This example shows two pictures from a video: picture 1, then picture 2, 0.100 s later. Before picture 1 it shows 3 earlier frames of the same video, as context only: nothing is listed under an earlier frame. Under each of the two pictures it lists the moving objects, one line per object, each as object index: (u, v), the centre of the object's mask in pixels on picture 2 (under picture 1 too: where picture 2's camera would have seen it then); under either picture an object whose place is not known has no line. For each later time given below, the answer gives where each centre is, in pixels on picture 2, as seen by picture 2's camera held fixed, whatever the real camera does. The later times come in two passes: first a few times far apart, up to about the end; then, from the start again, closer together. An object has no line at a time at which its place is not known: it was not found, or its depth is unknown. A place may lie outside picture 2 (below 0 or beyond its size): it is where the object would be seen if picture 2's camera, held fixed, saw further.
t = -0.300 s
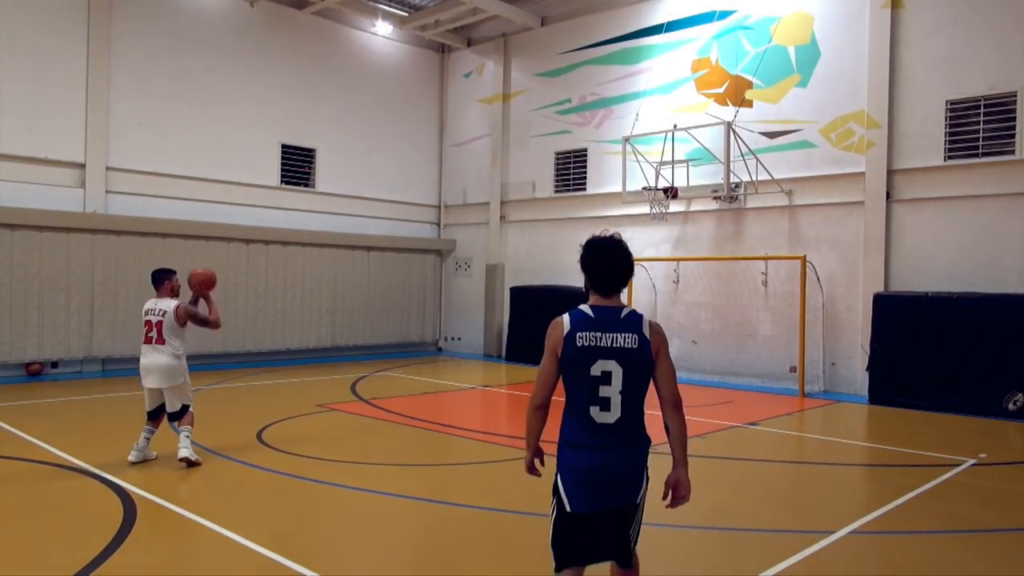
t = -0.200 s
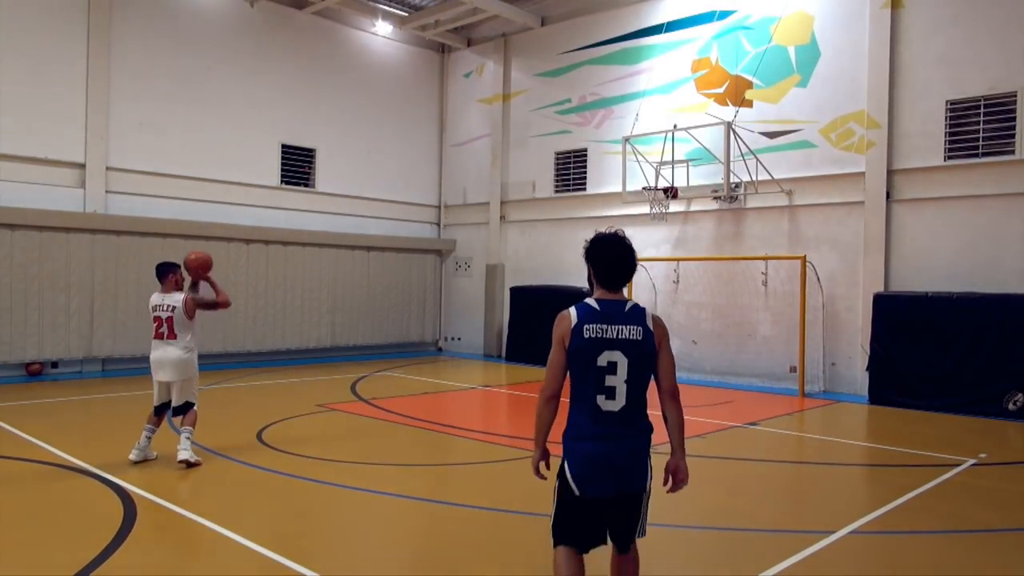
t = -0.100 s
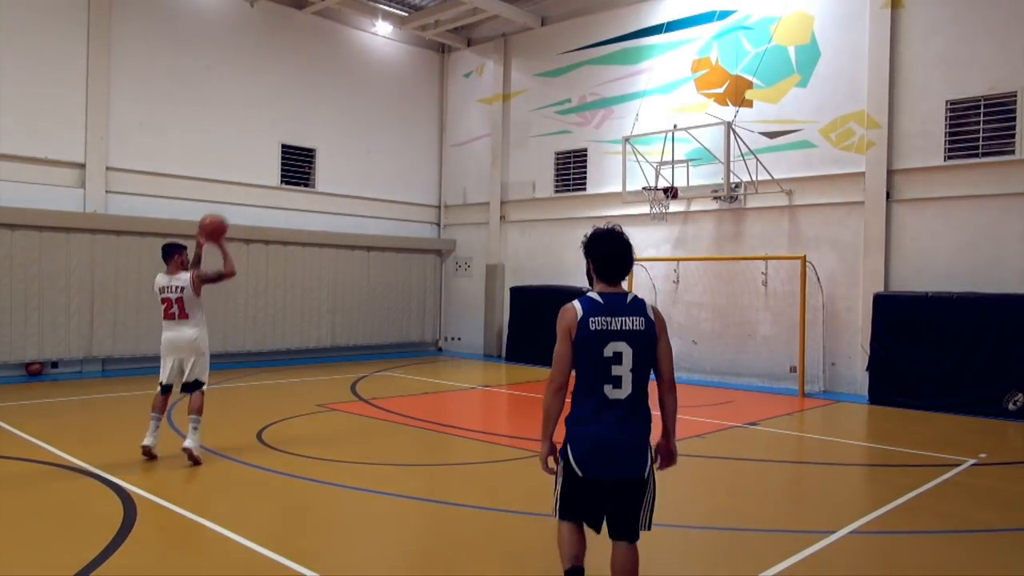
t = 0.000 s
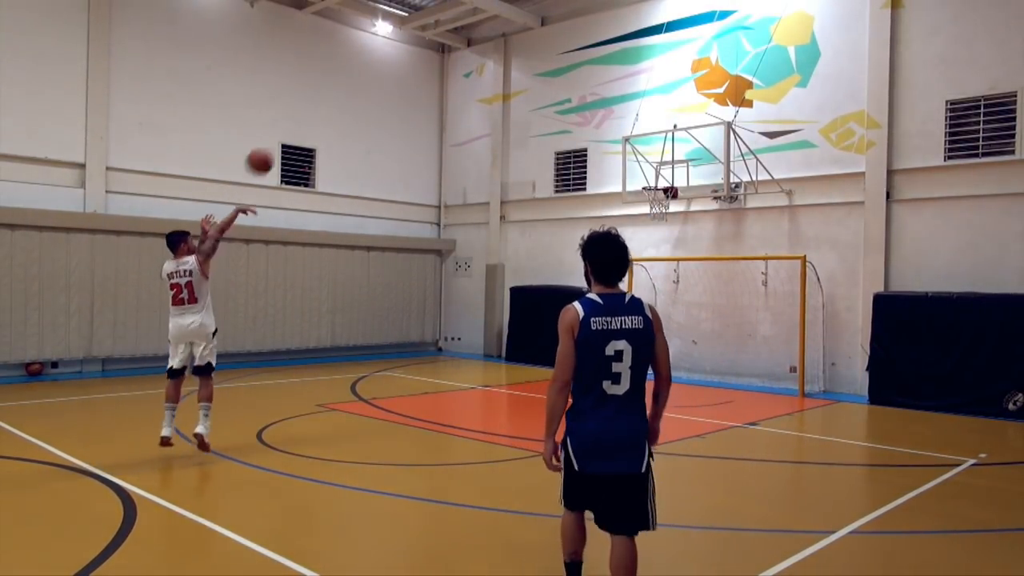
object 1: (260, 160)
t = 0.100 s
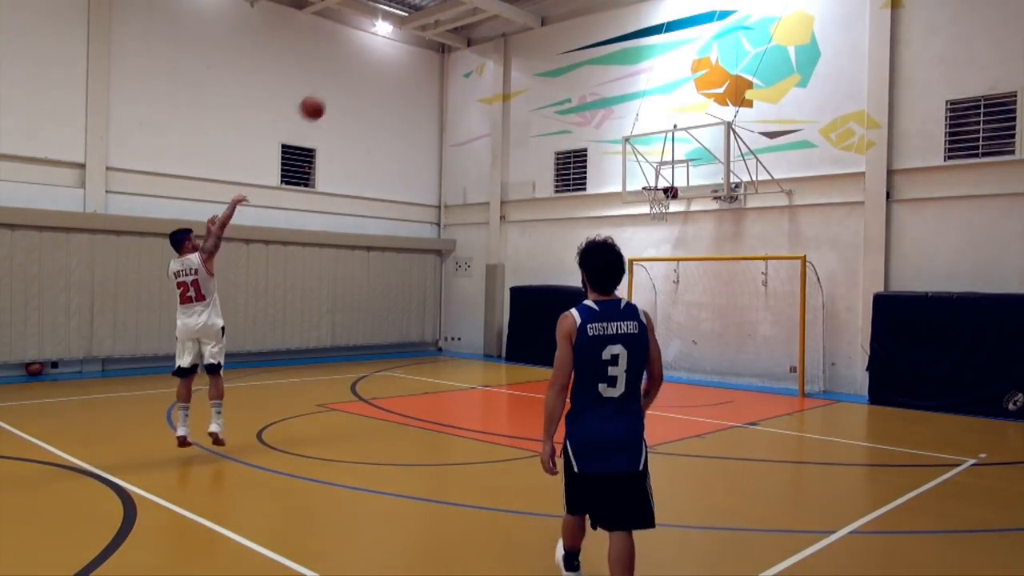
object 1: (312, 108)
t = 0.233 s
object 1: (374, 58)
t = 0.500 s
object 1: (476, 19)
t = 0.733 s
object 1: (548, 35)
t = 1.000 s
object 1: (614, 98)
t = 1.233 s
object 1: (663, 181)
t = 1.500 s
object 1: (648, 106)
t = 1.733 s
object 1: (631, 70)
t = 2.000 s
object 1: (608, 77)
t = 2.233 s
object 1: (584, 134)
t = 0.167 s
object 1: (344, 80)
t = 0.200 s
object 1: (359, 68)
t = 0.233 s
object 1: (374, 58)
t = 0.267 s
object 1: (389, 49)
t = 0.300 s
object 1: (402, 41)
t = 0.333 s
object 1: (415, 35)
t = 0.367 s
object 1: (428, 30)
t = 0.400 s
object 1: (440, 25)
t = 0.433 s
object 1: (452, 22)
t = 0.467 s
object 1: (465, 20)
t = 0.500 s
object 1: (476, 19)
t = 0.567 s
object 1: (498, 20)
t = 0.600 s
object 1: (509, 21)
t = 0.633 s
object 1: (519, 24)
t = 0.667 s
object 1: (529, 27)
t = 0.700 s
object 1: (539, 30)
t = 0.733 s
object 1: (548, 35)
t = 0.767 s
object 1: (557, 40)
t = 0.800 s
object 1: (566, 46)
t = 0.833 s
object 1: (575, 53)
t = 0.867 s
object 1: (583, 61)
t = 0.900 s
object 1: (591, 69)
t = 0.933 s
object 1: (599, 78)
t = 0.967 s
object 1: (607, 88)
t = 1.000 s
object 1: (614, 98)
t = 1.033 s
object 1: (622, 108)
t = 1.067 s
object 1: (629, 118)
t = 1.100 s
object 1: (636, 130)
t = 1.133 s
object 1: (643, 142)
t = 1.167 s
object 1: (649, 154)
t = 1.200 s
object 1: (656, 168)
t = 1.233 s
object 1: (663, 181)
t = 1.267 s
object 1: (662, 173)
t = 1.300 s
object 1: (660, 161)
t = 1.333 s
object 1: (658, 151)
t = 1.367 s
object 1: (656, 141)
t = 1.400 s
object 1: (654, 131)
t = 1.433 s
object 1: (652, 122)
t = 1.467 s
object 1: (650, 114)
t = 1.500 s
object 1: (648, 106)
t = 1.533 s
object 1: (646, 99)
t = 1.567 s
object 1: (644, 92)
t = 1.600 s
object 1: (641, 86)
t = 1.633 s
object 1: (639, 81)
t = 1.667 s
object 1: (637, 77)
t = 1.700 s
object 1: (634, 73)
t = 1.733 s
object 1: (631, 70)
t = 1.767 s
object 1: (629, 68)
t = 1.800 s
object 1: (626, 67)
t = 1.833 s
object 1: (623, 66)
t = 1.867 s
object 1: (620, 66)
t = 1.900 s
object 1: (617, 68)
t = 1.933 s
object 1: (614, 70)
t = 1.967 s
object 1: (611, 73)
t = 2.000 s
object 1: (608, 77)
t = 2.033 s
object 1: (605, 82)
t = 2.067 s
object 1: (602, 88)
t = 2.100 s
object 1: (598, 95)
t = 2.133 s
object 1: (595, 103)
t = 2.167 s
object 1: (591, 112)
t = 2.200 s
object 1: (588, 122)
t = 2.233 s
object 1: (584, 134)
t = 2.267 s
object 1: (581, 147)
